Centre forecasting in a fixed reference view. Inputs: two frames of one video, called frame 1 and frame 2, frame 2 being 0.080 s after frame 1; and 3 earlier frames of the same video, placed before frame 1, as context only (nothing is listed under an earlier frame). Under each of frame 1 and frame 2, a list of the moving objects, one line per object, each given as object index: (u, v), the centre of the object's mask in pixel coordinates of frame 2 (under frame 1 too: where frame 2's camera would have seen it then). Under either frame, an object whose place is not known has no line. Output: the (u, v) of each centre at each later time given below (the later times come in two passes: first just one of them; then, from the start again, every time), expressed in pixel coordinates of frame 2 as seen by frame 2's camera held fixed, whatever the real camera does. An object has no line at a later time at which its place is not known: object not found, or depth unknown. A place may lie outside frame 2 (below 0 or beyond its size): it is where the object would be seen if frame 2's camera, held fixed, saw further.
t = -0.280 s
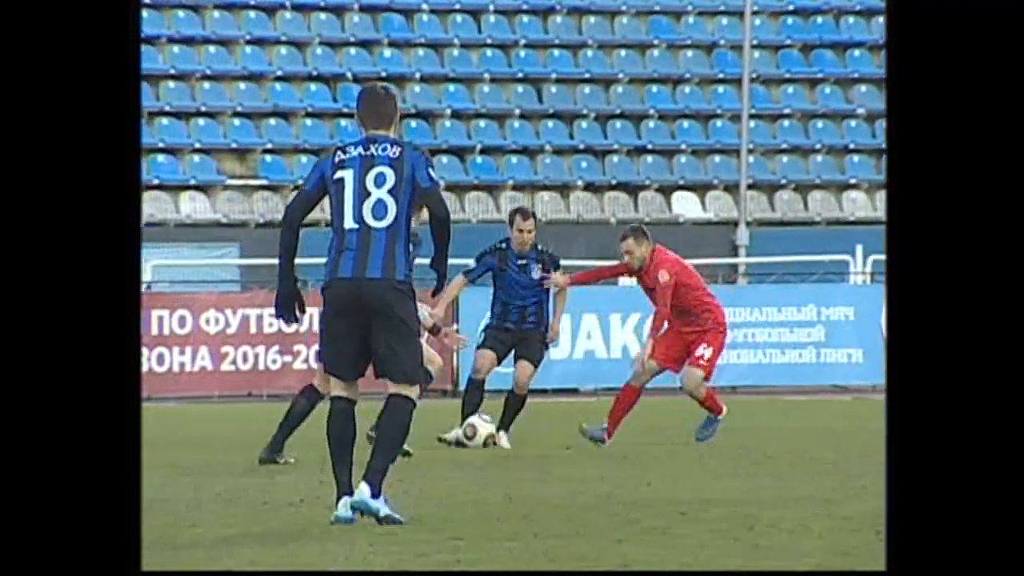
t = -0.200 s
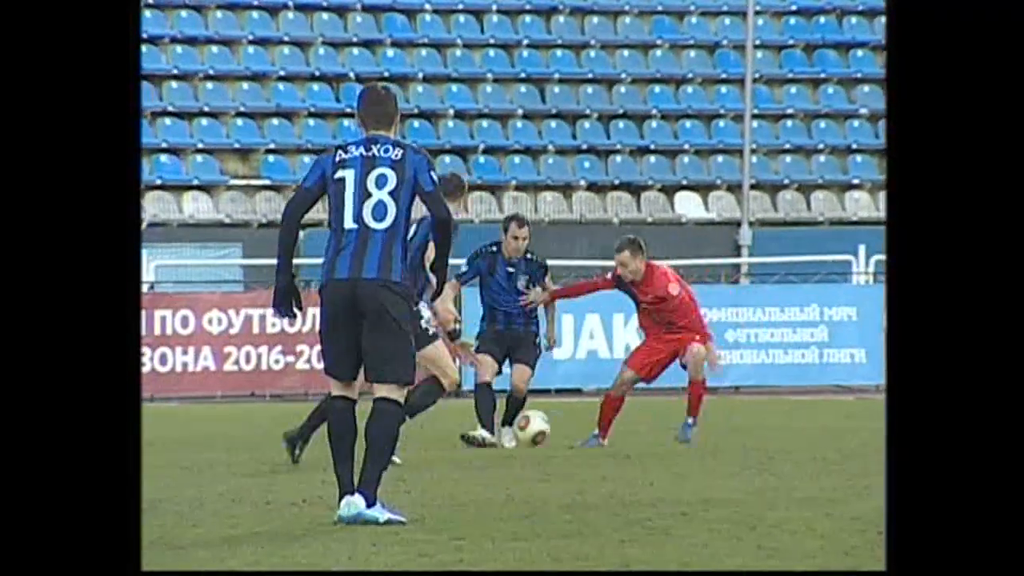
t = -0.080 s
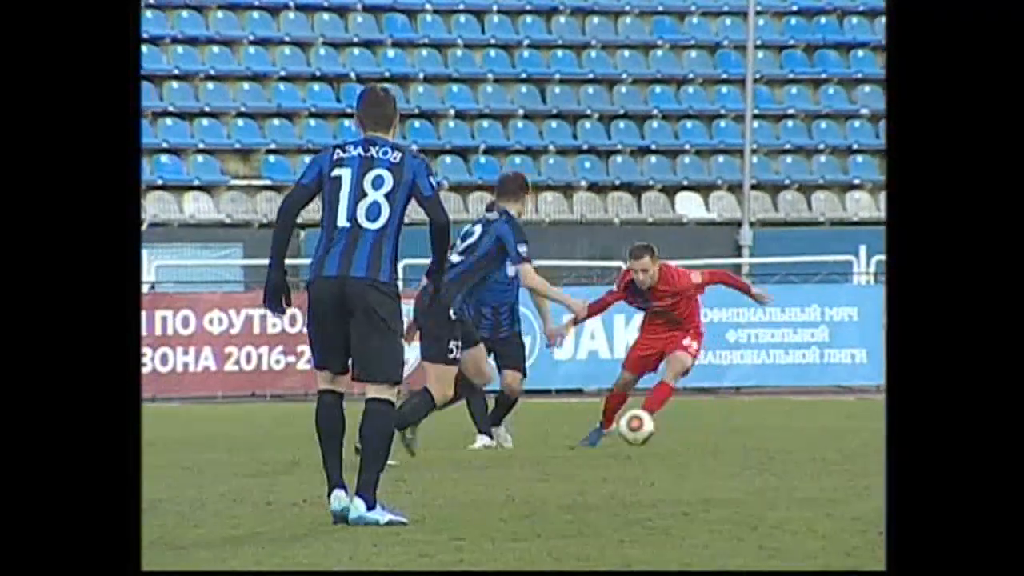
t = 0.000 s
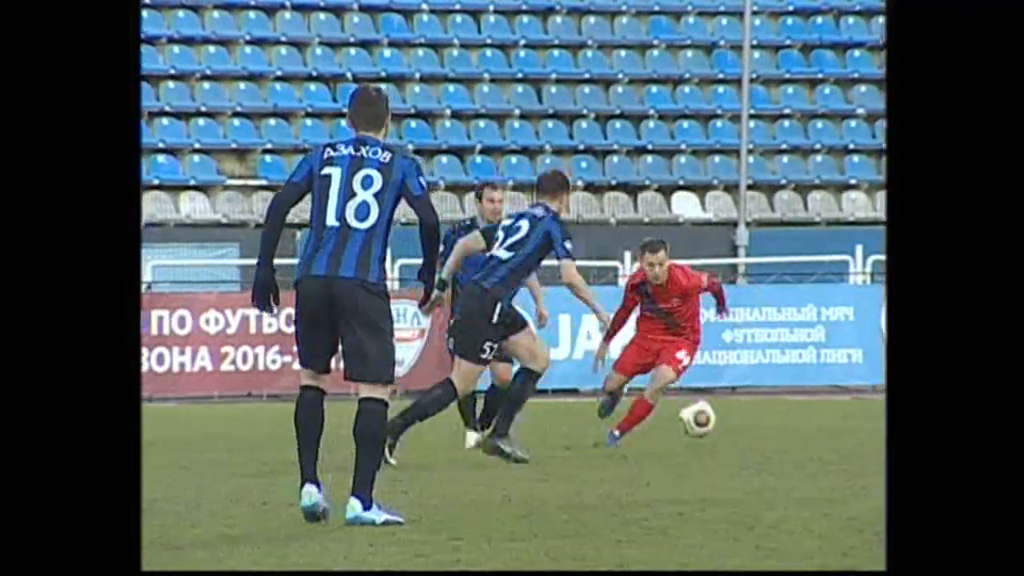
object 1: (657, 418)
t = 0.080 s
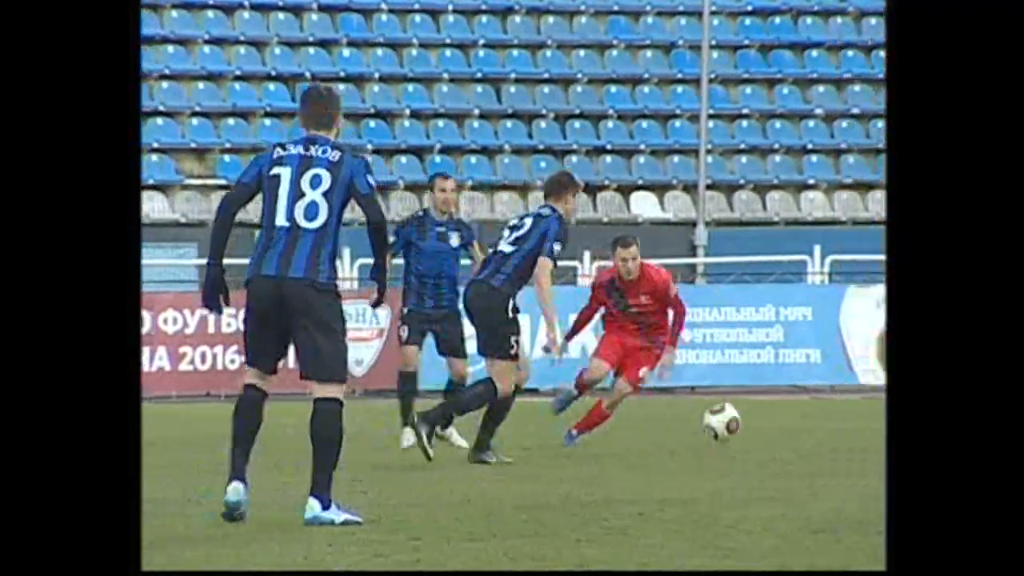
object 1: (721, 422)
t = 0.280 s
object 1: (875, 432)
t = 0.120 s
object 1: (755, 428)
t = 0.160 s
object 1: (786, 428)
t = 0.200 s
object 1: (816, 428)
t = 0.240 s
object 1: (847, 431)
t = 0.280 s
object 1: (875, 432)
